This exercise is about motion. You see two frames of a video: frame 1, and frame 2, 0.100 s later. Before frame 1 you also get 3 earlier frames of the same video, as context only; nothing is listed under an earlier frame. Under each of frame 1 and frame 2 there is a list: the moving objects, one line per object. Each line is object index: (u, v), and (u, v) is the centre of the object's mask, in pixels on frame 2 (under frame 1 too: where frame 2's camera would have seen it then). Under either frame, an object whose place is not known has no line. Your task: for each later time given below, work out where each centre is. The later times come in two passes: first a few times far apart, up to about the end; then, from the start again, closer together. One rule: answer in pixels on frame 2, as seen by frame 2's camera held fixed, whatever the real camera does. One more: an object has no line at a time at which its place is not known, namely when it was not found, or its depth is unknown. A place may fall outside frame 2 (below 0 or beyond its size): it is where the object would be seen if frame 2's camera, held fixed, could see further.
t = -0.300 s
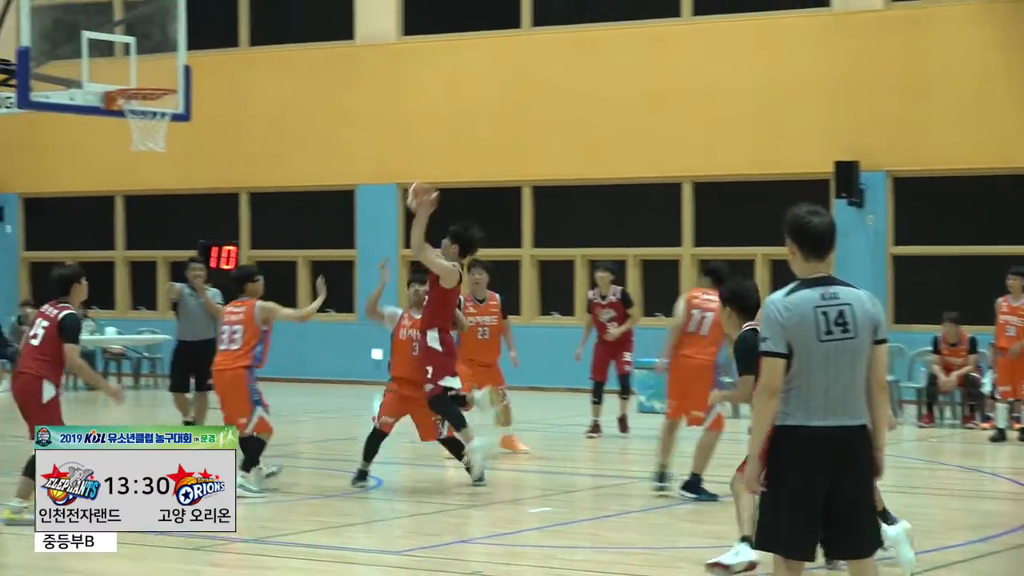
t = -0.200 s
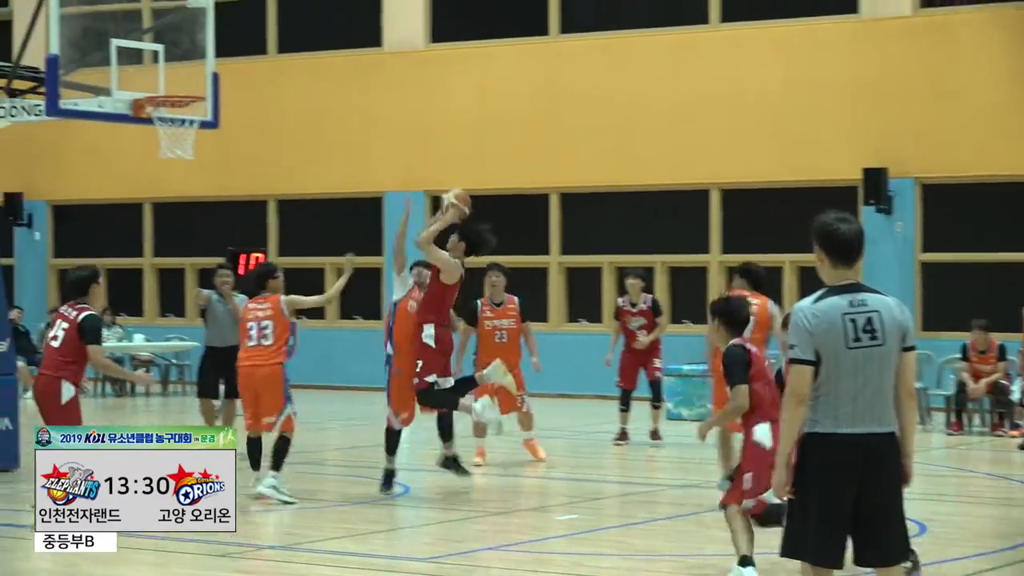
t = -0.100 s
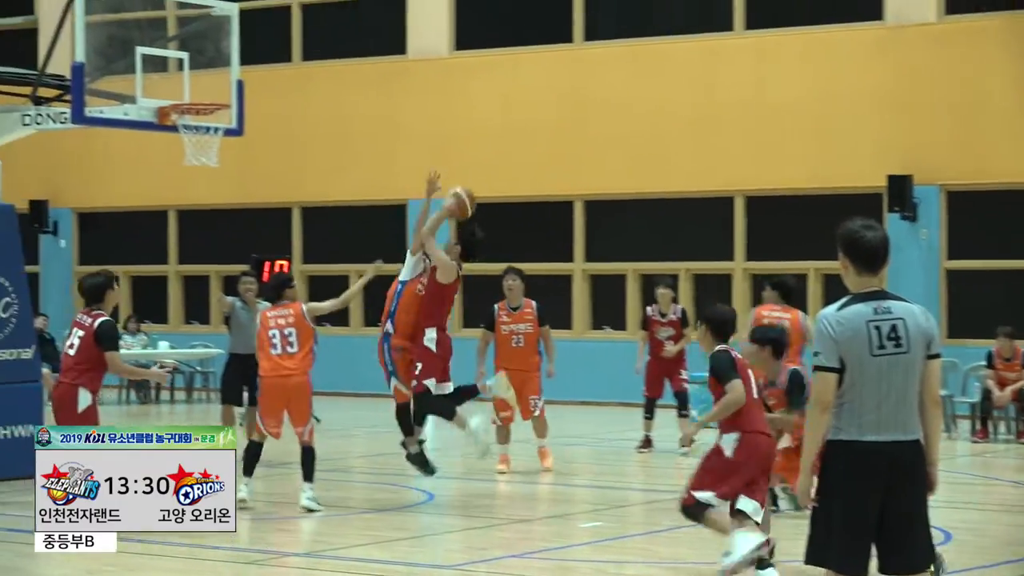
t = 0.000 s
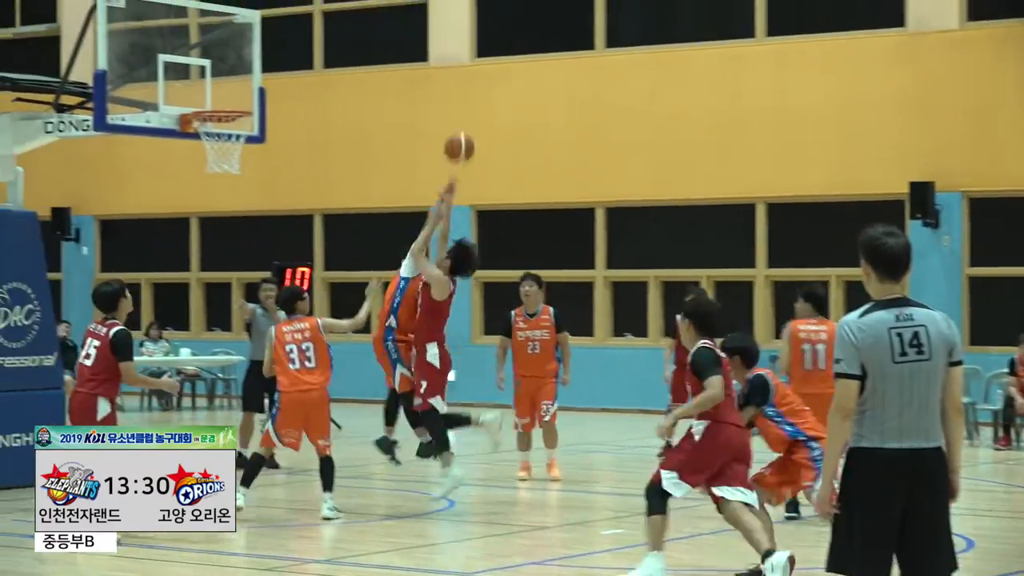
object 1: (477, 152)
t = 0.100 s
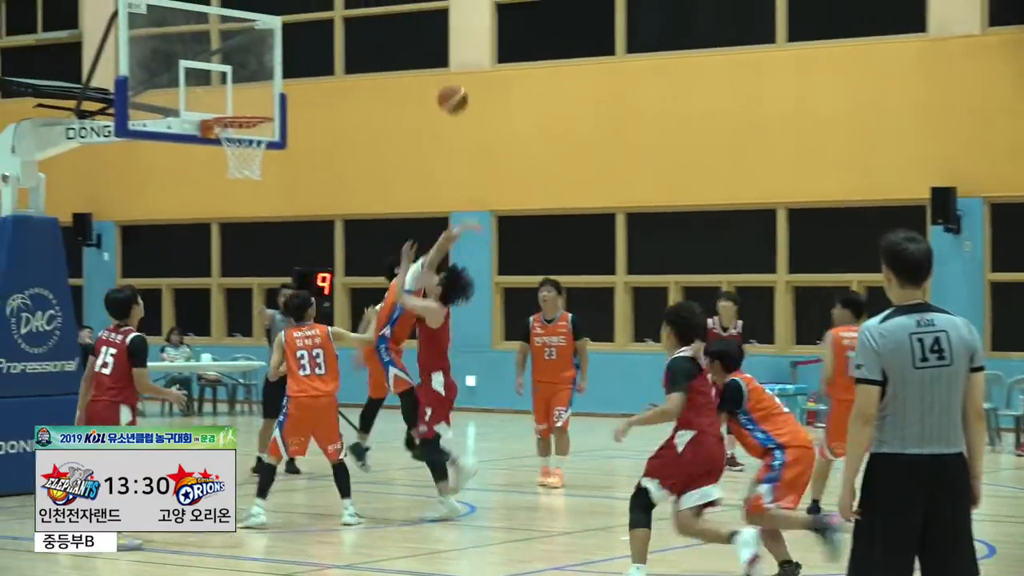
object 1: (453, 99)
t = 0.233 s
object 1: (417, 47)
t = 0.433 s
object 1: (365, 10)
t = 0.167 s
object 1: (434, 69)
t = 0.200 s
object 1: (425, 56)
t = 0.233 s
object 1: (417, 47)
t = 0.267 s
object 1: (408, 37)
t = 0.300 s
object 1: (399, 29)
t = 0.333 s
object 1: (390, 23)
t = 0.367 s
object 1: (382, 17)
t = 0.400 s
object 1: (373, 13)
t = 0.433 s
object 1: (365, 10)
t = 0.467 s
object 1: (357, 10)
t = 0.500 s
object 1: (348, 9)
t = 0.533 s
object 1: (340, 12)
